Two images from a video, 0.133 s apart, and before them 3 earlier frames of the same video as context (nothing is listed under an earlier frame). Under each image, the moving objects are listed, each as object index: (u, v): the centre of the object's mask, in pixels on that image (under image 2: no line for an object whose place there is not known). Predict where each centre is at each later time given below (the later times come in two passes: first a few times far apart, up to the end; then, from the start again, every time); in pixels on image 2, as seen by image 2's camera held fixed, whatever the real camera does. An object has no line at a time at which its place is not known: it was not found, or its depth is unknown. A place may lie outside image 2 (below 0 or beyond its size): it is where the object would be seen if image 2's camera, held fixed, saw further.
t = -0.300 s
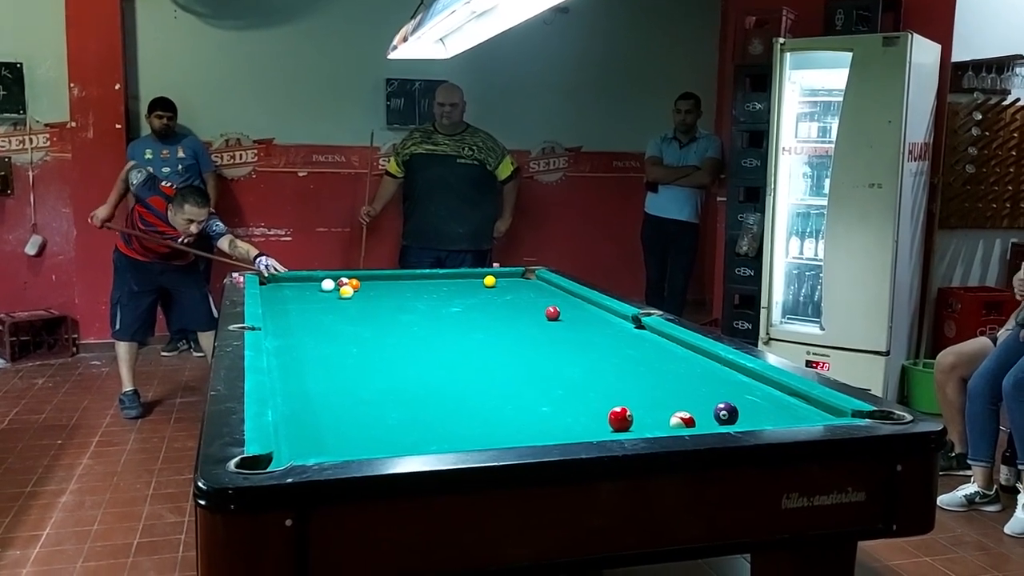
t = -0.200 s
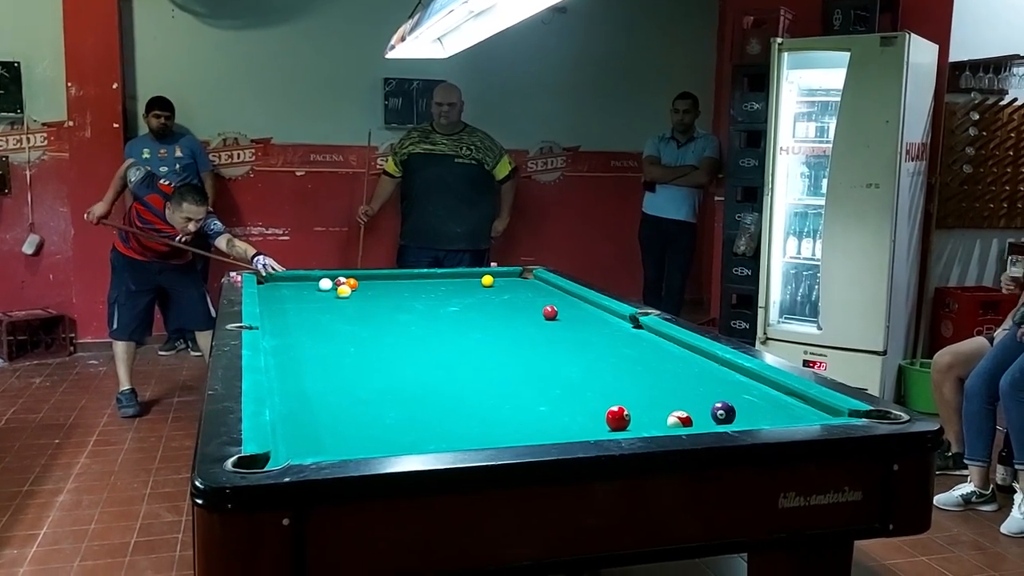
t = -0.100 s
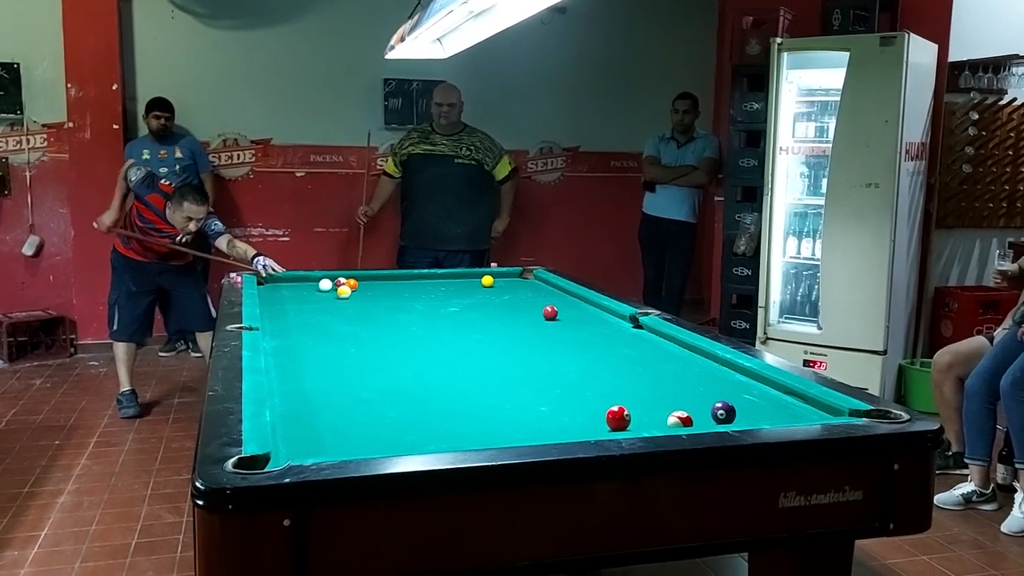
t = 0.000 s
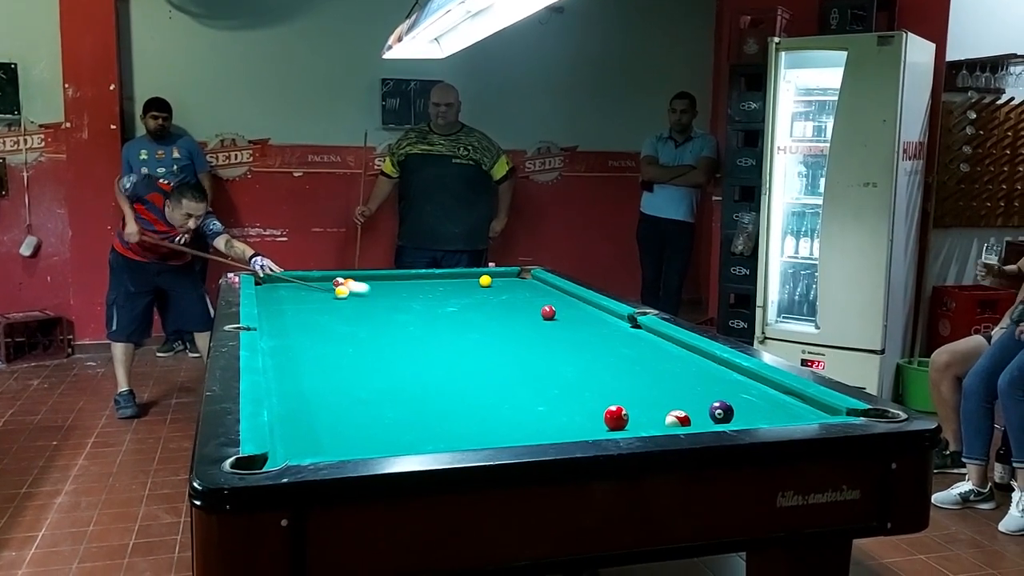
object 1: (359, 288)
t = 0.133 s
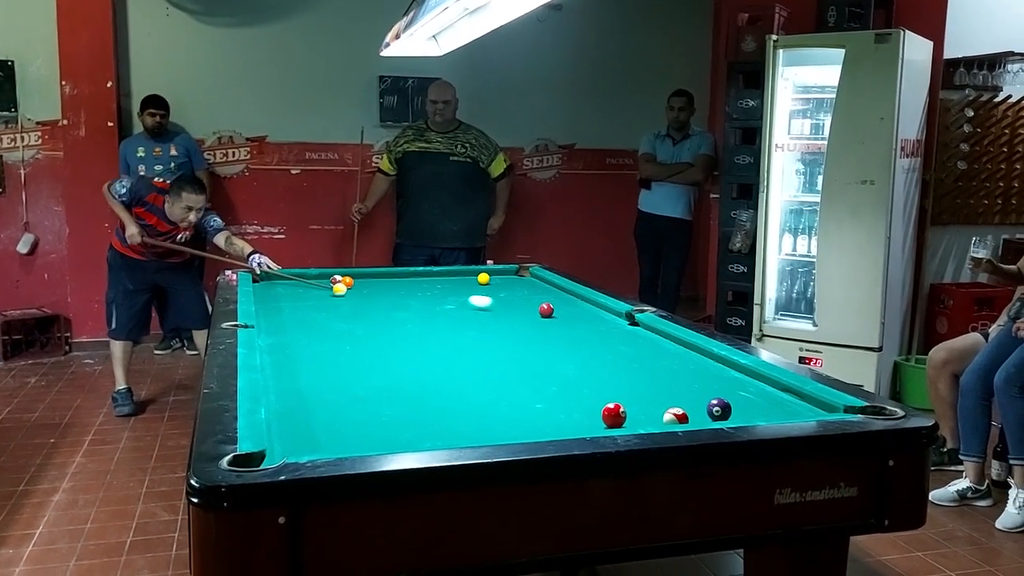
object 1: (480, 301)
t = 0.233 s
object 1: (530, 310)
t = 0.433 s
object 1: (526, 315)
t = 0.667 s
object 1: (522, 320)
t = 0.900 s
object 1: (516, 325)
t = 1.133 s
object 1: (511, 330)
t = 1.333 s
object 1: (506, 335)
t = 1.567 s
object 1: (500, 339)
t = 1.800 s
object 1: (494, 344)
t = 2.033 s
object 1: (488, 347)
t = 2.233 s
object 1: (483, 350)
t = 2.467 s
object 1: (479, 353)
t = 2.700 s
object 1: (475, 356)
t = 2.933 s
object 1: (472, 358)
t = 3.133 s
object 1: (471, 359)
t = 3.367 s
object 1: (470, 360)
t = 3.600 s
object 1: (469, 361)
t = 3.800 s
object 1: (469, 361)
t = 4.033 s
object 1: (469, 361)
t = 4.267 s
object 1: (469, 361)
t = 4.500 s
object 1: (469, 361)
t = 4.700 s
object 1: (469, 361)
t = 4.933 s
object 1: (469, 361)
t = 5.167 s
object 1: (469, 361)
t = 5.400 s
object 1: (469, 361)
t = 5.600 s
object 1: (469, 361)
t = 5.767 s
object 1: (469, 361)
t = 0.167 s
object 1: (513, 305)
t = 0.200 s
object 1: (531, 309)
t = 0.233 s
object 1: (530, 310)
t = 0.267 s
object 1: (530, 310)
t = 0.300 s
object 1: (529, 311)
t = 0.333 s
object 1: (528, 313)
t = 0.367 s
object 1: (527, 313)
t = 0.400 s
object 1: (526, 314)
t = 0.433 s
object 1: (526, 315)
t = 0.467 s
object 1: (525, 316)
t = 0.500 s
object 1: (524, 316)
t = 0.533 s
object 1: (524, 317)
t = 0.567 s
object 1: (523, 318)
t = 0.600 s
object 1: (523, 319)
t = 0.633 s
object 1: (522, 320)
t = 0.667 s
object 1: (522, 320)
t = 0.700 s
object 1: (520, 321)
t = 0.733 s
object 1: (520, 322)
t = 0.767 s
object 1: (519, 322)
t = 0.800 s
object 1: (519, 323)
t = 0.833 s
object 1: (518, 324)
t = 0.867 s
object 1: (517, 325)
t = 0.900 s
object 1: (516, 325)
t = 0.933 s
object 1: (516, 326)
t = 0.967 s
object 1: (515, 327)
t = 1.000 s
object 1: (514, 328)
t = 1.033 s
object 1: (514, 328)
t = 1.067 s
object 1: (513, 329)
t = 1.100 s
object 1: (512, 329)
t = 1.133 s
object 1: (511, 330)
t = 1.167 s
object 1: (510, 331)
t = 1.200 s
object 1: (509, 332)
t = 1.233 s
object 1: (508, 332)
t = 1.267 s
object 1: (508, 333)
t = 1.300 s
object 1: (506, 334)
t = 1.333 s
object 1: (506, 335)
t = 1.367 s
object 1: (505, 335)
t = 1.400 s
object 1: (504, 336)
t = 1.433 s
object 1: (504, 337)
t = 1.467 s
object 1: (503, 337)
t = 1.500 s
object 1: (502, 338)
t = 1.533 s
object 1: (501, 339)
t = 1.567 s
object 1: (500, 339)
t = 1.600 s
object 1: (499, 340)
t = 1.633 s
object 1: (498, 341)
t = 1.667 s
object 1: (498, 341)
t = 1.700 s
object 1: (497, 342)
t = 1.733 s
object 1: (496, 342)
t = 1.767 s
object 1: (495, 343)
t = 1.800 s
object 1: (494, 344)
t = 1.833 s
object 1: (493, 344)
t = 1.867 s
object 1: (492, 345)
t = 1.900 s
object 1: (491, 345)
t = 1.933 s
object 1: (491, 346)
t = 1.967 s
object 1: (490, 346)
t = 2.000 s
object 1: (489, 347)
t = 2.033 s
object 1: (488, 347)
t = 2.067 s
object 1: (487, 348)
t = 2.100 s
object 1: (486, 348)
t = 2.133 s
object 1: (486, 349)
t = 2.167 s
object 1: (485, 349)
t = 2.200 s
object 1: (484, 350)
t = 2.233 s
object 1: (483, 350)
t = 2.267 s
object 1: (483, 351)
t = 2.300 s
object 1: (482, 351)
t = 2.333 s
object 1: (481, 351)
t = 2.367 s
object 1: (481, 352)
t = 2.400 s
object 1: (480, 352)
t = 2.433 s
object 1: (480, 353)
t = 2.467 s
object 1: (479, 353)
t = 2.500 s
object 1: (479, 353)
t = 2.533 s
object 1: (478, 354)
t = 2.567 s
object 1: (478, 354)
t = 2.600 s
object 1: (477, 354)
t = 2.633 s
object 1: (476, 355)
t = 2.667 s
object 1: (476, 355)
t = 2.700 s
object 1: (475, 356)
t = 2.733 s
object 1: (475, 356)
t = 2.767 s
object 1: (474, 356)
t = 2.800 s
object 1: (474, 357)
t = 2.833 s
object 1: (473, 357)
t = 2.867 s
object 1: (473, 358)
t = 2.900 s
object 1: (472, 358)
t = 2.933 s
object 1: (472, 358)
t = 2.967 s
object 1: (472, 358)
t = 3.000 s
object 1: (472, 359)
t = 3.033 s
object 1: (471, 359)
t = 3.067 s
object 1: (471, 359)
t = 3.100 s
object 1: (471, 359)
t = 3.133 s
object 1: (471, 359)
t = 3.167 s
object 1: (471, 359)
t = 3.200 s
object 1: (470, 359)
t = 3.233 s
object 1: (470, 360)
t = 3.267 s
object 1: (470, 360)
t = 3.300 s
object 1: (470, 360)
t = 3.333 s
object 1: (470, 360)
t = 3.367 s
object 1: (470, 360)
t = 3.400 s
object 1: (469, 360)
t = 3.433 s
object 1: (469, 361)
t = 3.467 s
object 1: (469, 361)
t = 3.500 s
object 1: (469, 361)
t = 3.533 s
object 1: (469, 361)
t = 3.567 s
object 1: (469, 361)
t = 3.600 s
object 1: (469, 361)
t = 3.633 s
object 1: (469, 361)
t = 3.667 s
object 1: (469, 361)
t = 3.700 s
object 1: (469, 361)
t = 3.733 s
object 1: (469, 361)
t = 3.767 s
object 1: (469, 361)
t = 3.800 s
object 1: (469, 361)
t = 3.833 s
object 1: (469, 361)
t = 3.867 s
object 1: (469, 361)
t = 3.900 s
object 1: (469, 361)
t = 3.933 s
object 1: (469, 361)
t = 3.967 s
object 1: (469, 361)
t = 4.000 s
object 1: (469, 361)
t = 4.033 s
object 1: (469, 361)
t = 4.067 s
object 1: (469, 361)
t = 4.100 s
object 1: (469, 361)
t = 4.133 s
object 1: (469, 361)
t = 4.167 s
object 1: (469, 361)
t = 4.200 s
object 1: (469, 361)
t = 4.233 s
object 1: (469, 361)
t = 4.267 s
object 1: (469, 361)
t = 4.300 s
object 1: (469, 361)
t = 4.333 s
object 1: (469, 361)
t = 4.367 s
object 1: (469, 361)
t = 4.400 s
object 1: (469, 361)
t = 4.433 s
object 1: (469, 361)
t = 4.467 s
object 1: (469, 361)
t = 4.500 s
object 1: (469, 361)
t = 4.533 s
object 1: (469, 361)
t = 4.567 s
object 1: (469, 361)
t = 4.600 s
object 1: (469, 361)
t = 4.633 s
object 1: (469, 361)
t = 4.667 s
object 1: (469, 361)
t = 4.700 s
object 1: (469, 361)
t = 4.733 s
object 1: (469, 361)
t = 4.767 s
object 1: (469, 361)
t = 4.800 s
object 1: (469, 361)
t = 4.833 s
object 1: (469, 361)
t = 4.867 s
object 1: (469, 361)
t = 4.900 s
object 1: (469, 361)
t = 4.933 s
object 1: (469, 361)
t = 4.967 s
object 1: (469, 361)
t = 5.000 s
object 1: (469, 361)
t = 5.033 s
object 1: (469, 361)
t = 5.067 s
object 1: (469, 361)
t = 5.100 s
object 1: (469, 361)
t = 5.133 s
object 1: (469, 361)
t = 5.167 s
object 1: (469, 361)
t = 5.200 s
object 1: (469, 361)
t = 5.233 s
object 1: (469, 361)
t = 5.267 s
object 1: (469, 361)
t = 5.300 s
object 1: (469, 361)
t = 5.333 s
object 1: (469, 361)
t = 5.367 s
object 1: (469, 361)
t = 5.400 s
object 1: (469, 361)
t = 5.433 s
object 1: (469, 361)
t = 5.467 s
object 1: (469, 361)
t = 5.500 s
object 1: (469, 361)
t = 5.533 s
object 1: (469, 361)
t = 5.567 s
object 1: (469, 361)
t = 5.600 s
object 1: (469, 361)
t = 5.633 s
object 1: (469, 361)
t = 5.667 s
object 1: (469, 361)
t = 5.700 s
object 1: (469, 361)
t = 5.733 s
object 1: (469, 361)
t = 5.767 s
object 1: (469, 361)
